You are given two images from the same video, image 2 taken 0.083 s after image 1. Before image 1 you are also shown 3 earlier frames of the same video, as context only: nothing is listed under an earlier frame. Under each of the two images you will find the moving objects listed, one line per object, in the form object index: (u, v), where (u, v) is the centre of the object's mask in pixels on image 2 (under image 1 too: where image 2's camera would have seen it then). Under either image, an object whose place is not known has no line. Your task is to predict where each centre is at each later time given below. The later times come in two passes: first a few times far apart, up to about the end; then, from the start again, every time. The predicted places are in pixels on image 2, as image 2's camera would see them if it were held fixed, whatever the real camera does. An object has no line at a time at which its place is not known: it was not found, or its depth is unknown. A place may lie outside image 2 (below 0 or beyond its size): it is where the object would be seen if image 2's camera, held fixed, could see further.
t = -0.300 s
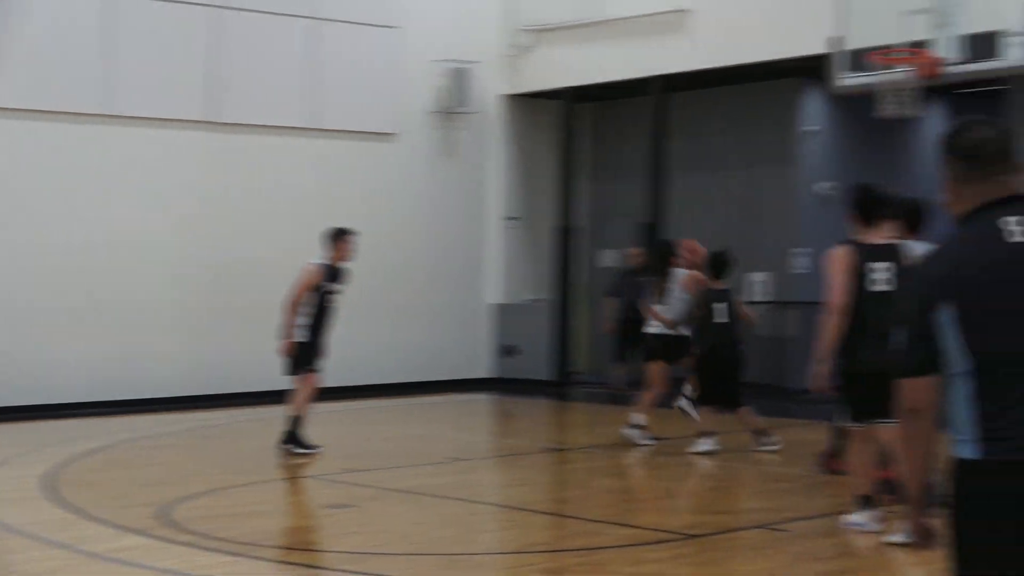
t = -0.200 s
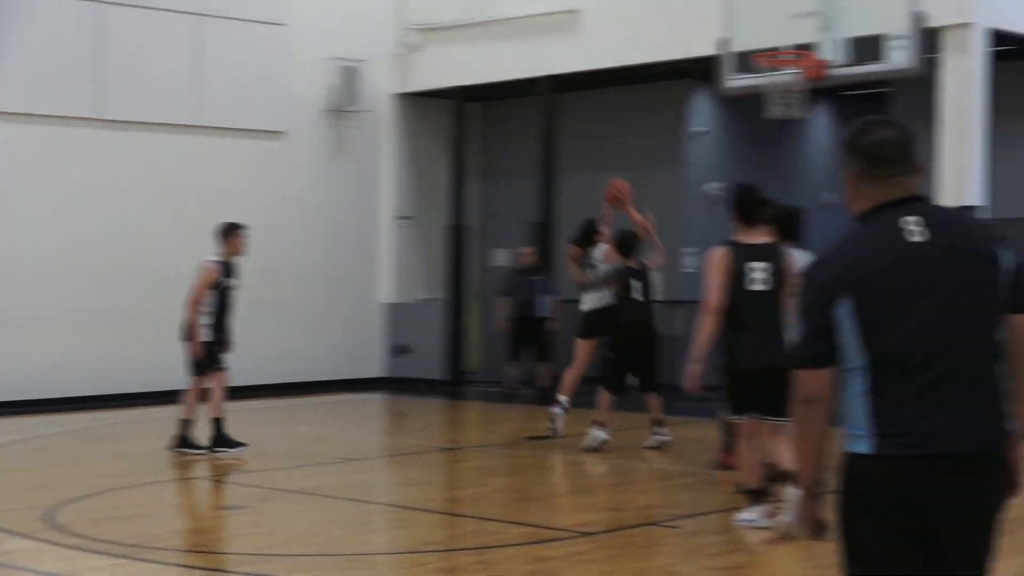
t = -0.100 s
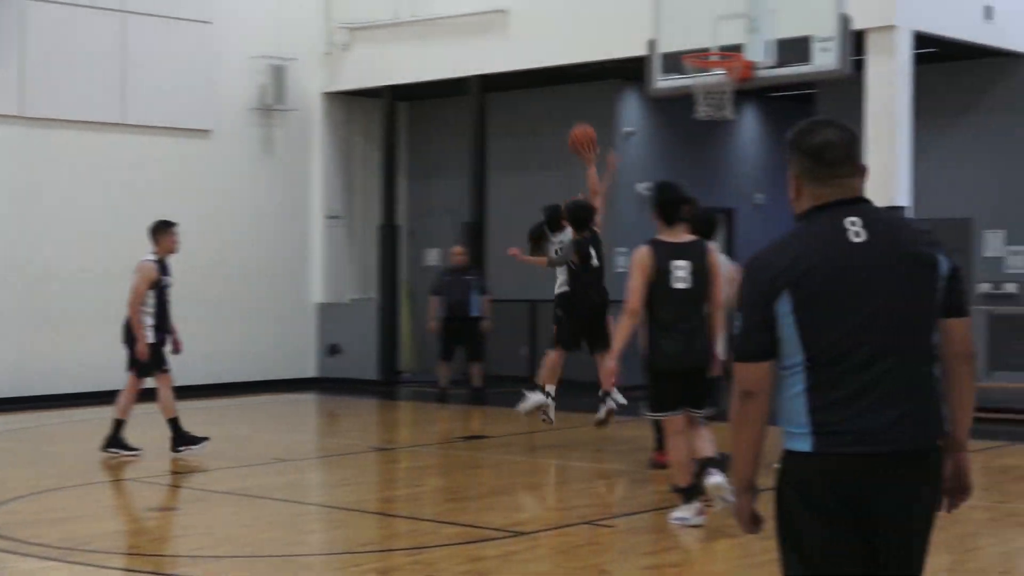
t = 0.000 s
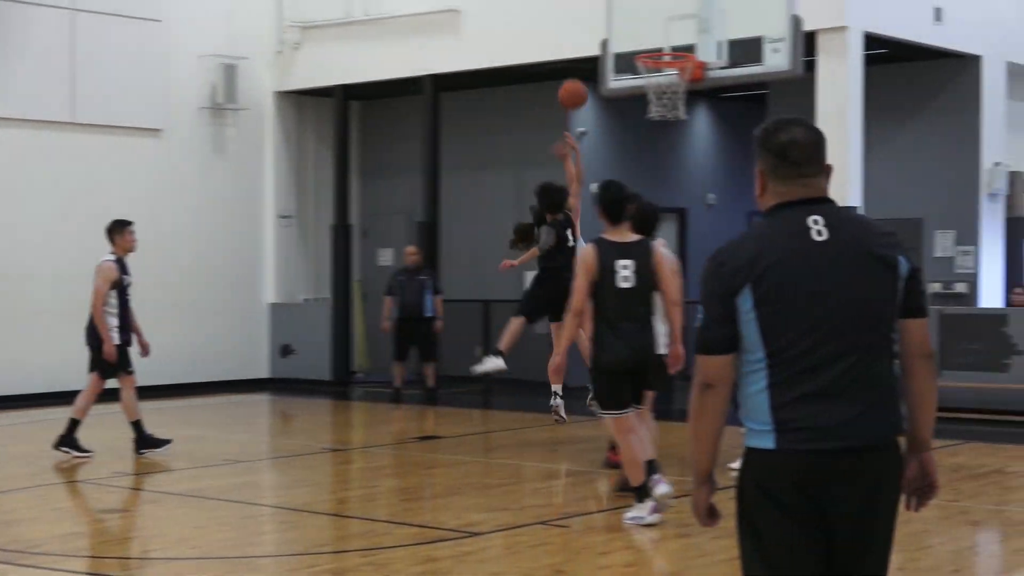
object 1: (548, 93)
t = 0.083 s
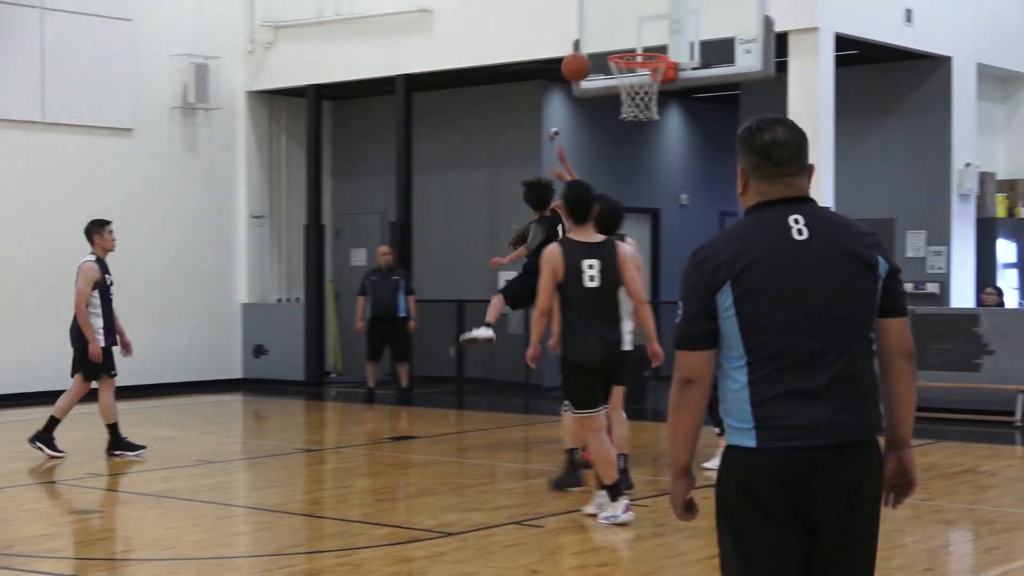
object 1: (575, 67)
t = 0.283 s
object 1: (640, 34)
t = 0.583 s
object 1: (627, 76)
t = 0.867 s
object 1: (623, 143)
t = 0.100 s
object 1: (581, 63)
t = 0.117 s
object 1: (588, 58)
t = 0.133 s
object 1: (593, 54)
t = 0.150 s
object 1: (598, 50)
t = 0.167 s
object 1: (603, 45)
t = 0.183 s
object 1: (609, 42)
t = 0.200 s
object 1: (616, 40)
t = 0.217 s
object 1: (621, 38)
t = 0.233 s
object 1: (628, 37)
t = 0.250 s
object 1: (635, 35)
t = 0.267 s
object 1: (639, 34)
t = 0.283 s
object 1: (640, 34)
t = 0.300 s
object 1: (640, 33)
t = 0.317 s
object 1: (640, 34)
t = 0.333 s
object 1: (640, 35)
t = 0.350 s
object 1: (640, 35)
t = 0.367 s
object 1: (640, 37)
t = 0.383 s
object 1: (640, 38)
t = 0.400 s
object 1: (640, 39)
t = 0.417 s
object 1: (640, 40)
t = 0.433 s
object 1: (640, 42)
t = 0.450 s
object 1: (640, 44)
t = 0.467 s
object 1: (639, 45)
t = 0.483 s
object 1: (639, 47)
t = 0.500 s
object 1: (639, 48)
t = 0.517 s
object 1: (637, 50)
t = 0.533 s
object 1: (634, 67)
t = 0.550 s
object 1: (632, 69)
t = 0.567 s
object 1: (630, 72)
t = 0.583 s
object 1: (627, 76)
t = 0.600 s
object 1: (625, 81)
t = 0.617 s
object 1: (624, 88)
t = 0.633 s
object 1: (623, 93)
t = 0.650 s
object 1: (622, 96)
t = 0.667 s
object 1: (621, 98)
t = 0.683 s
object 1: (621, 100)
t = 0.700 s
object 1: (621, 102)
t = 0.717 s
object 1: (621, 104)
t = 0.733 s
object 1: (622, 109)
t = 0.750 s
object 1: (622, 111)
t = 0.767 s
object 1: (623, 117)
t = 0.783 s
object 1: (622, 122)
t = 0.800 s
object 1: (622, 125)
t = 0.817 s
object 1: (622, 128)
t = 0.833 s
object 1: (623, 133)
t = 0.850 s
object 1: (623, 138)
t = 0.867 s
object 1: (623, 143)
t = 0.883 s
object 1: (624, 149)
